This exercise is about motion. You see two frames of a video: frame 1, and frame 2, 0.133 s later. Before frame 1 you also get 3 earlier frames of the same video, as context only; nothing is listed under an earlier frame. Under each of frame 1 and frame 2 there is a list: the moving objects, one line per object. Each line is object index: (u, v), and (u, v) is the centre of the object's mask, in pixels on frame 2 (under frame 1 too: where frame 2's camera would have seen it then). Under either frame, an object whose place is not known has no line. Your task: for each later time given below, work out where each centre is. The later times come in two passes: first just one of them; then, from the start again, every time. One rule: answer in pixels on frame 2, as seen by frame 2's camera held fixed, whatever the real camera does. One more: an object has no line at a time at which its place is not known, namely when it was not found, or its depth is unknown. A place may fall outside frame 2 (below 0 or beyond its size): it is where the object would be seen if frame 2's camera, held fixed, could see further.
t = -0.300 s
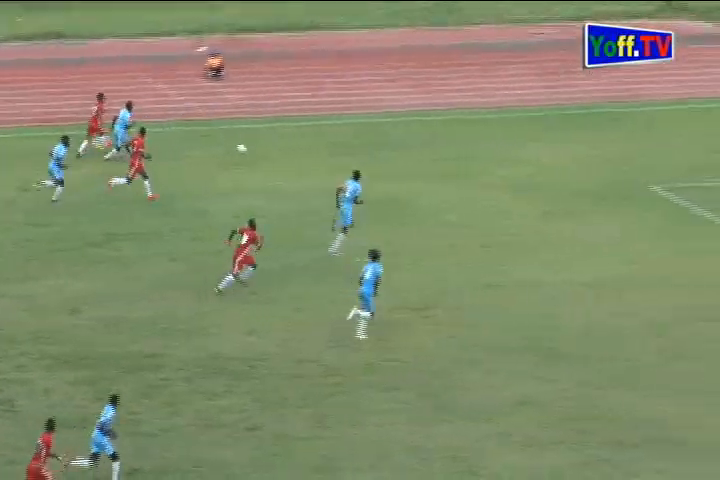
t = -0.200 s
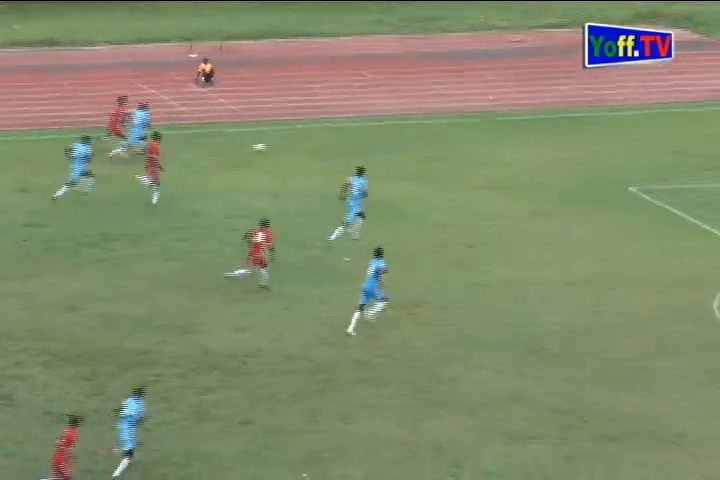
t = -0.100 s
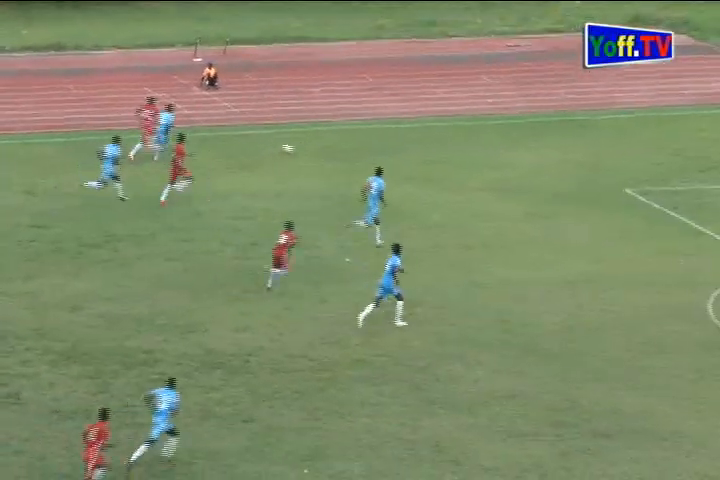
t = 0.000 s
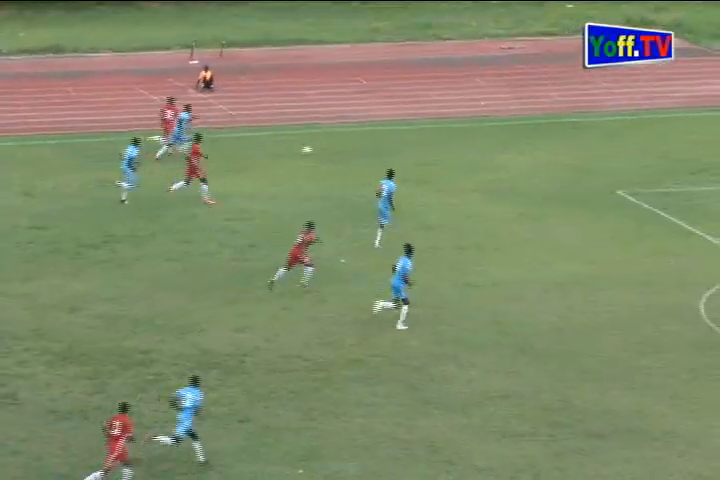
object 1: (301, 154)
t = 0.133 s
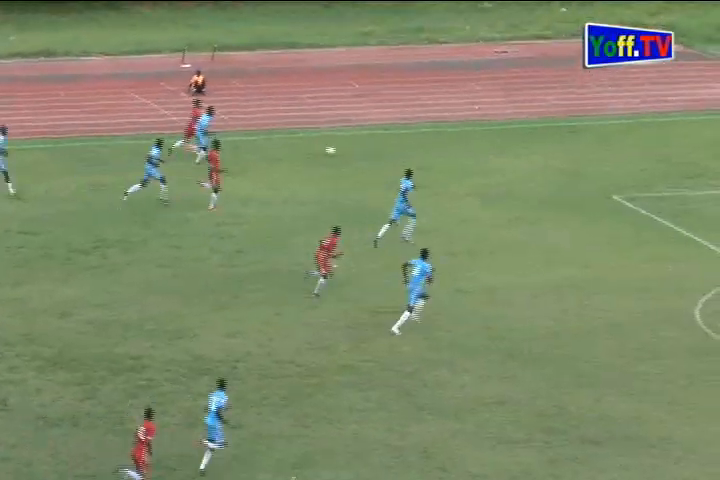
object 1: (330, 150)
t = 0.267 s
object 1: (361, 151)
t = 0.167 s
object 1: (338, 151)
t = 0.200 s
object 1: (346, 151)
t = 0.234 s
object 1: (353, 151)
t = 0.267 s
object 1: (361, 151)
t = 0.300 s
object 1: (367, 150)
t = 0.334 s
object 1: (373, 150)
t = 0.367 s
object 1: (380, 150)
